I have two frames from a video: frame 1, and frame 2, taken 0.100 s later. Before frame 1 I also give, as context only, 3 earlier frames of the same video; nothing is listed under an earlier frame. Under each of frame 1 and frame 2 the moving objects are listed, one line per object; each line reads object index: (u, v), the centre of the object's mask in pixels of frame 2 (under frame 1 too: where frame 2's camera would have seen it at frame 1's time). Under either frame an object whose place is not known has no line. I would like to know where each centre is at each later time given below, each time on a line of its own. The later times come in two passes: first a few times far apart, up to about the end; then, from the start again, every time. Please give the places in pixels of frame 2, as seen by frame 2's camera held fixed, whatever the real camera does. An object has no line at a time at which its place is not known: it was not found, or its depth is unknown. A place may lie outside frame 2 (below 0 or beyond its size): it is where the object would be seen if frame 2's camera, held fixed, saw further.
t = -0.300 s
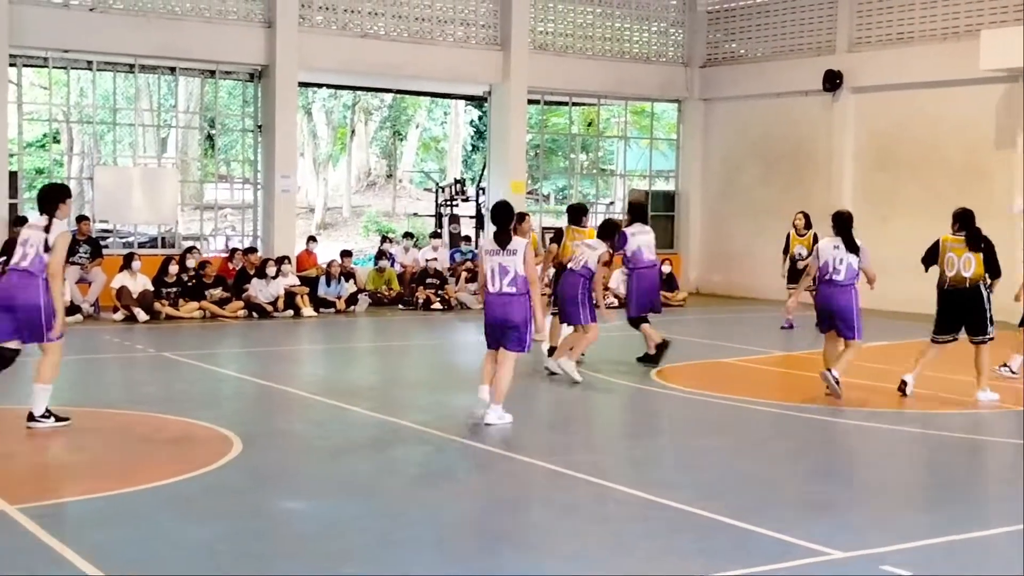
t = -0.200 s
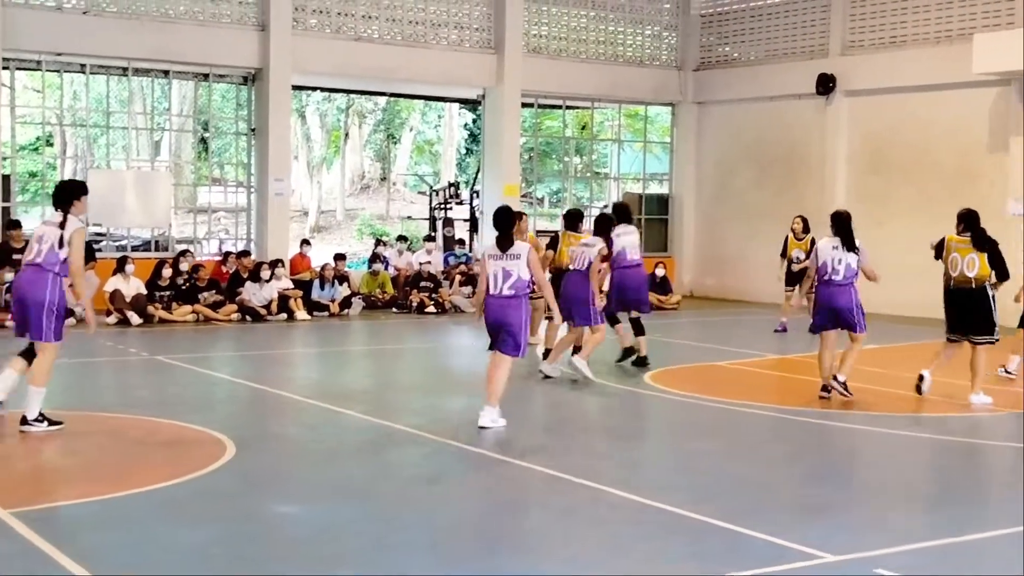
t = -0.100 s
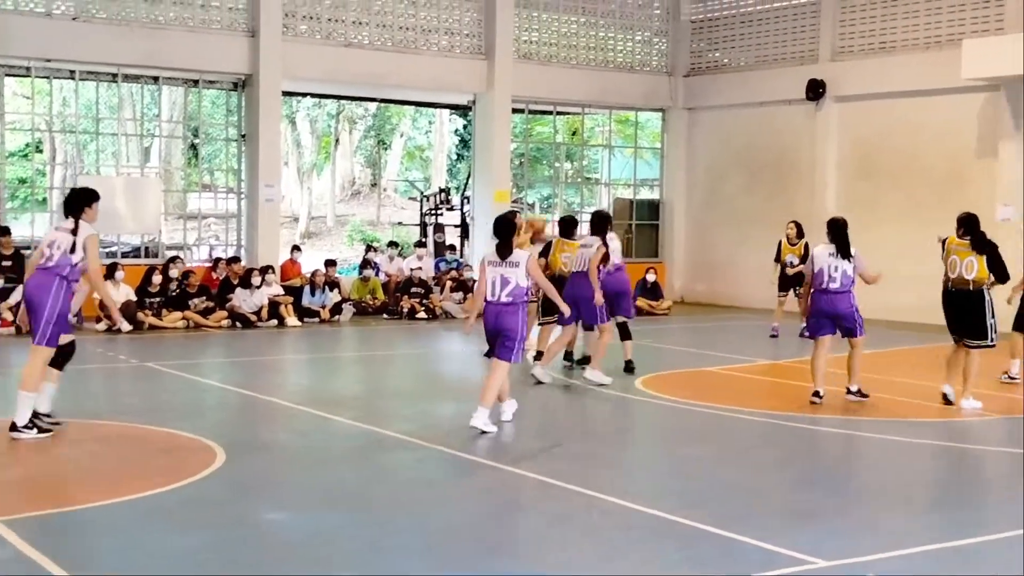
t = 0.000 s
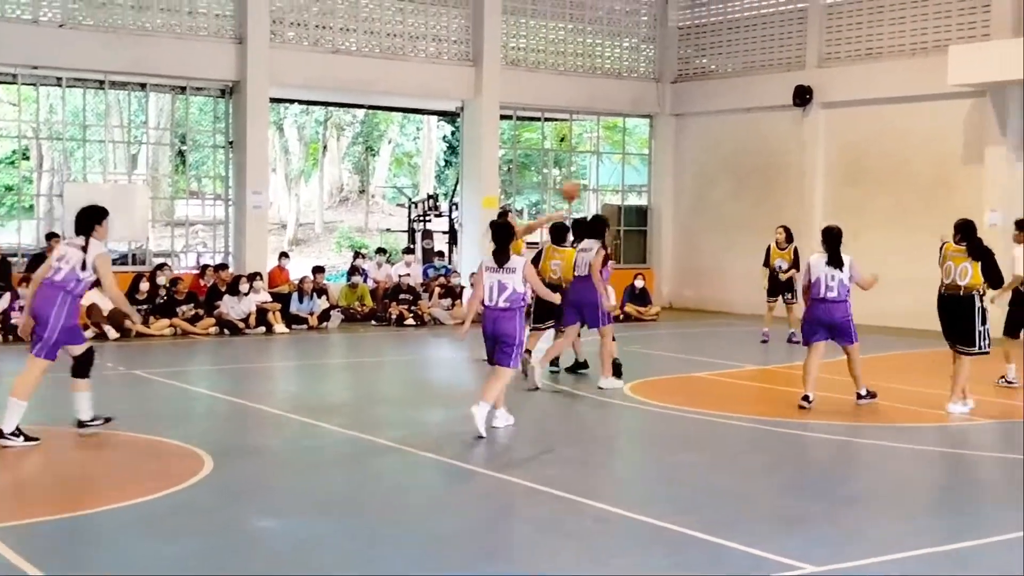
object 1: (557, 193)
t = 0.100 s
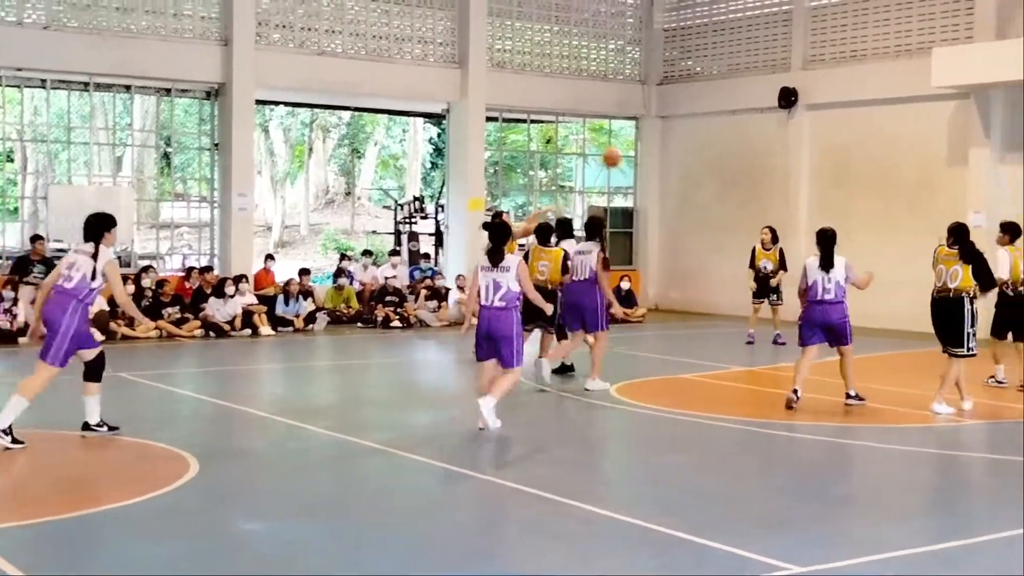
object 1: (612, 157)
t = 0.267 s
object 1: (704, 116)
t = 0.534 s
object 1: (859, 99)
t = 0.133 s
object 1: (630, 146)
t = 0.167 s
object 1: (649, 138)
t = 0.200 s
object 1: (666, 129)
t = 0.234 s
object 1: (686, 121)
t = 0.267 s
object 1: (704, 116)
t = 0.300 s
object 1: (722, 111)
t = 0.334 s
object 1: (742, 106)
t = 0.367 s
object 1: (762, 103)
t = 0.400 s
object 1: (782, 100)
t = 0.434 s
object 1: (799, 98)
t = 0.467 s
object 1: (820, 98)
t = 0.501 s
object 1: (839, 98)
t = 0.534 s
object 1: (859, 99)
